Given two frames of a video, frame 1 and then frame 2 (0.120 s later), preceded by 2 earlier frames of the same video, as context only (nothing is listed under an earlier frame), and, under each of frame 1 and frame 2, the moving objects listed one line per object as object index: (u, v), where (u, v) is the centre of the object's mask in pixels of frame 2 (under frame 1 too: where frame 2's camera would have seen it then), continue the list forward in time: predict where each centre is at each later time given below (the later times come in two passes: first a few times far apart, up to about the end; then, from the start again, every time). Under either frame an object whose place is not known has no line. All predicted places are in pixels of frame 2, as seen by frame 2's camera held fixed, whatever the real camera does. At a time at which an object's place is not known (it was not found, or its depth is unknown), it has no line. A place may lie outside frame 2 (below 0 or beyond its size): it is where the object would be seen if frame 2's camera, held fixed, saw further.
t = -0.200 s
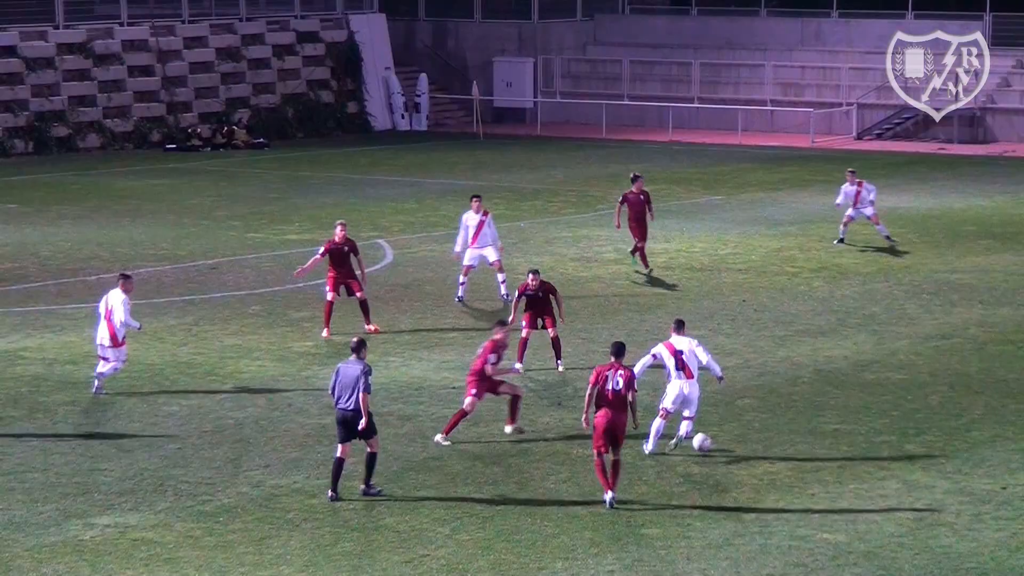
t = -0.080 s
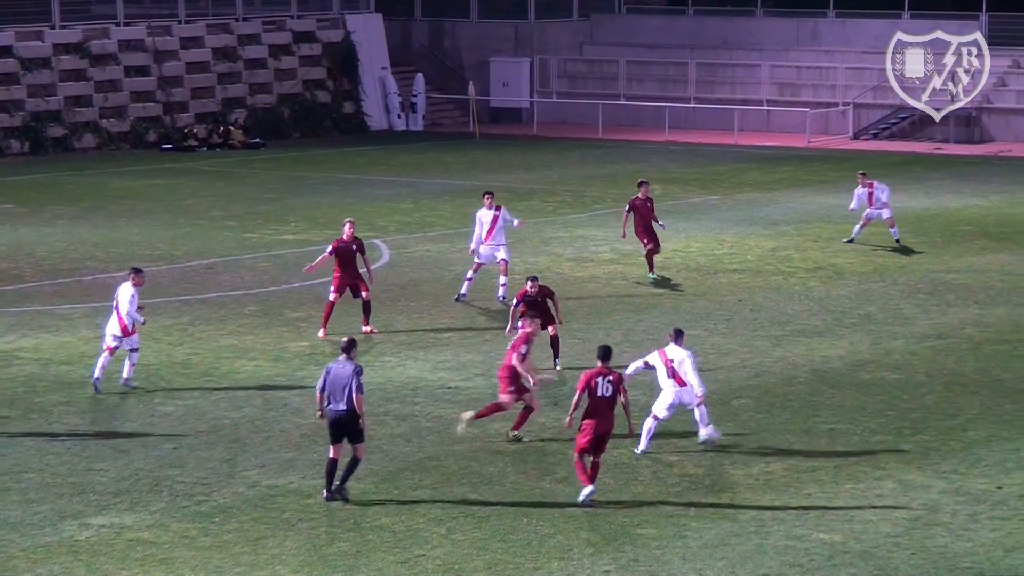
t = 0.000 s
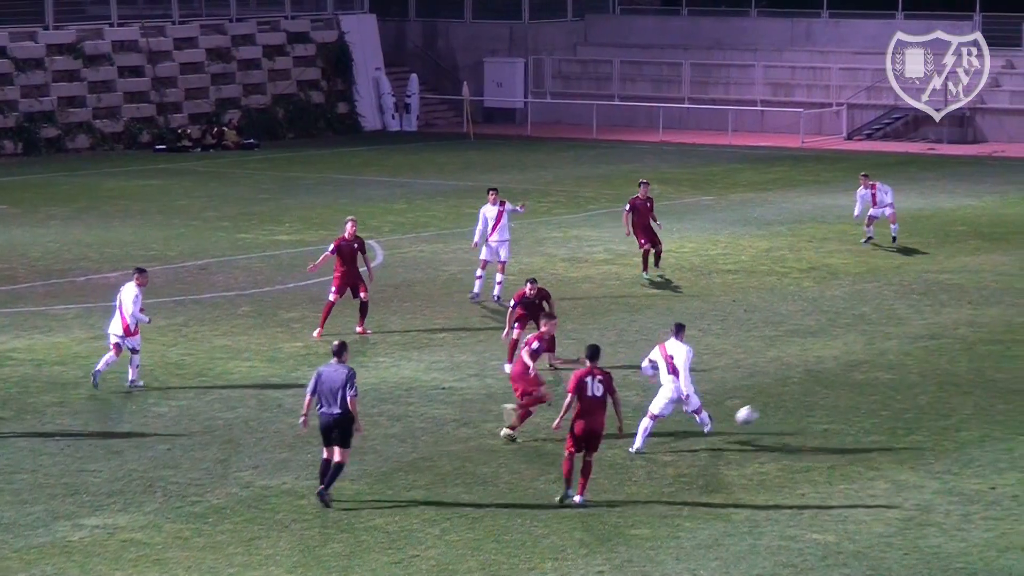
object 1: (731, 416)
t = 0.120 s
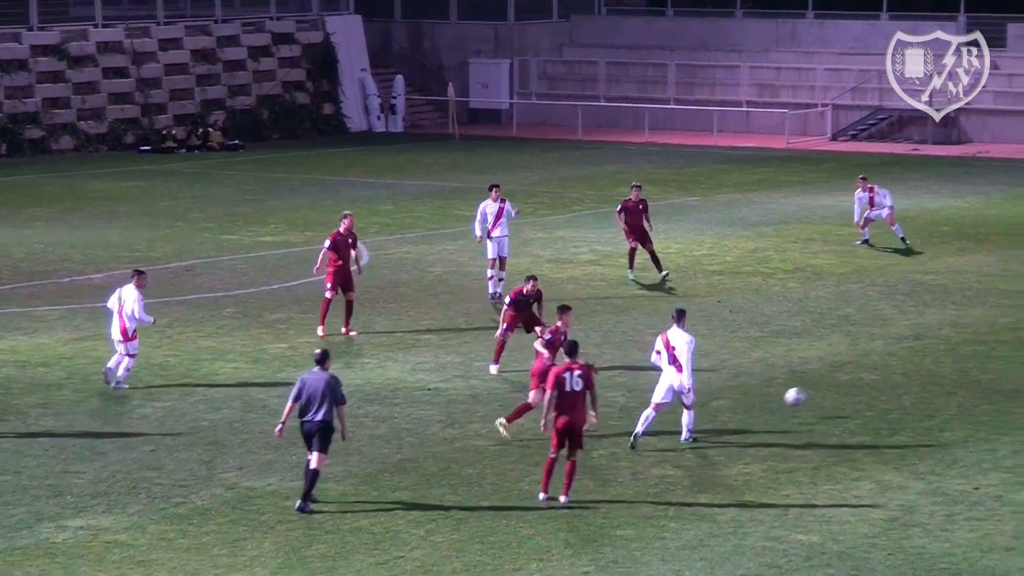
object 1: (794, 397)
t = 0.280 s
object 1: (876, 387)
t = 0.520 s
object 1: (984, 358)
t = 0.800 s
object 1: (1100, 343)
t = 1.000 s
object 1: (1173, 330)
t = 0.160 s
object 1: (815, 393)
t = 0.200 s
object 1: (835, 390)
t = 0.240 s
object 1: (856, 388)
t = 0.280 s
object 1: (876, 387)
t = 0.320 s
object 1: (895, 384)
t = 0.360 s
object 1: (914, 376)
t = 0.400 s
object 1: (931, 369)
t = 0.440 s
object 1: (949, 365)
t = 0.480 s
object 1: (967, 360)
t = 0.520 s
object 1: (984, 358)
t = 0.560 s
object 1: (1002, 357)
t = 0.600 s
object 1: (1019, 357)
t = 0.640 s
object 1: (1036, 354)
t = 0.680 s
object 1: (1052, 349)
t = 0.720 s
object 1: (1068, 346)
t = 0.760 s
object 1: (1085, 344)
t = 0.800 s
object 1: (1100, 343)
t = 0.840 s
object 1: (1115, 340)
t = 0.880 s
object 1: (1130, 336)
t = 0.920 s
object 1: (1144, 333)
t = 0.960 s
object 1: (1159, 332)
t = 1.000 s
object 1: (1173, 330)
